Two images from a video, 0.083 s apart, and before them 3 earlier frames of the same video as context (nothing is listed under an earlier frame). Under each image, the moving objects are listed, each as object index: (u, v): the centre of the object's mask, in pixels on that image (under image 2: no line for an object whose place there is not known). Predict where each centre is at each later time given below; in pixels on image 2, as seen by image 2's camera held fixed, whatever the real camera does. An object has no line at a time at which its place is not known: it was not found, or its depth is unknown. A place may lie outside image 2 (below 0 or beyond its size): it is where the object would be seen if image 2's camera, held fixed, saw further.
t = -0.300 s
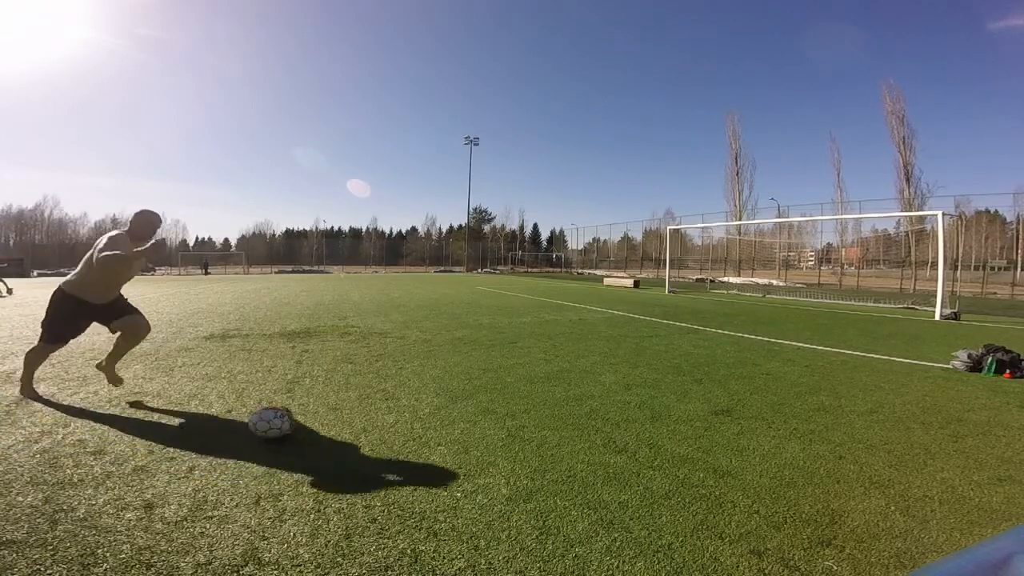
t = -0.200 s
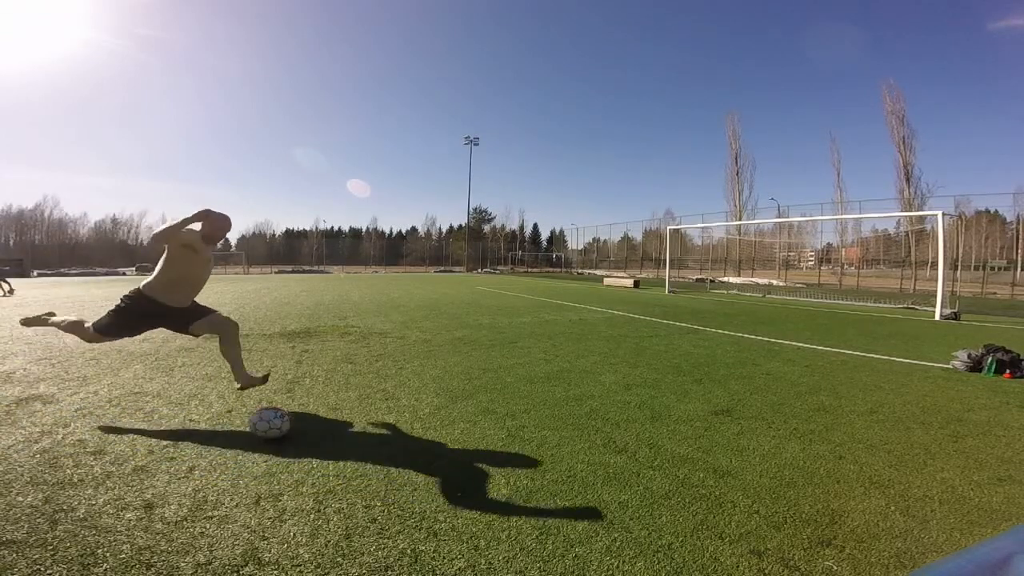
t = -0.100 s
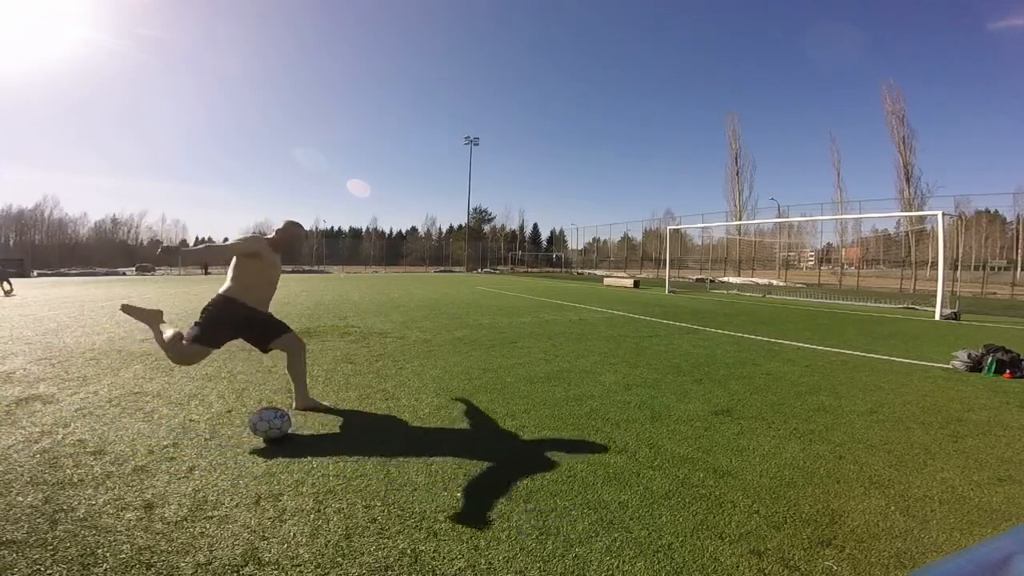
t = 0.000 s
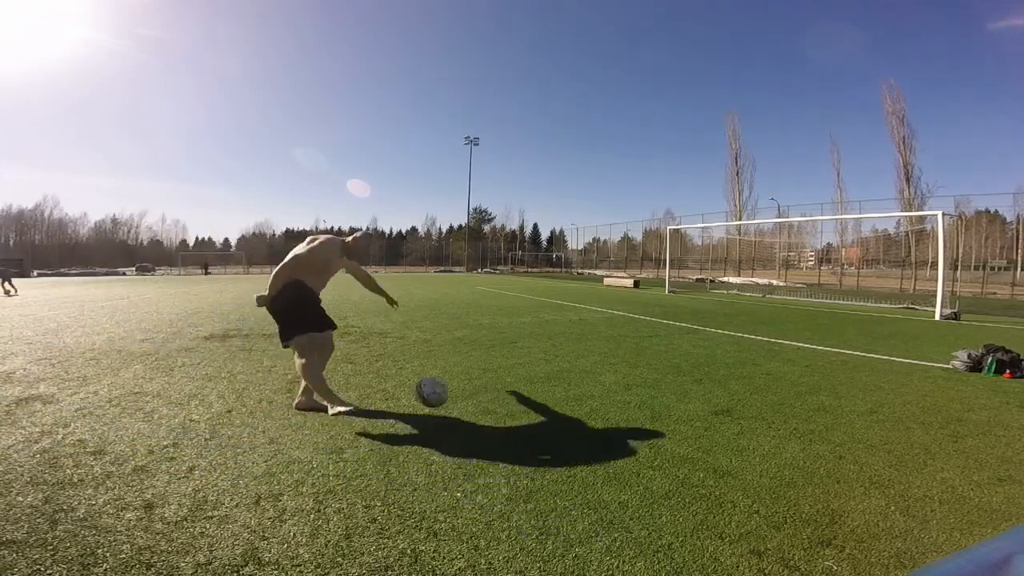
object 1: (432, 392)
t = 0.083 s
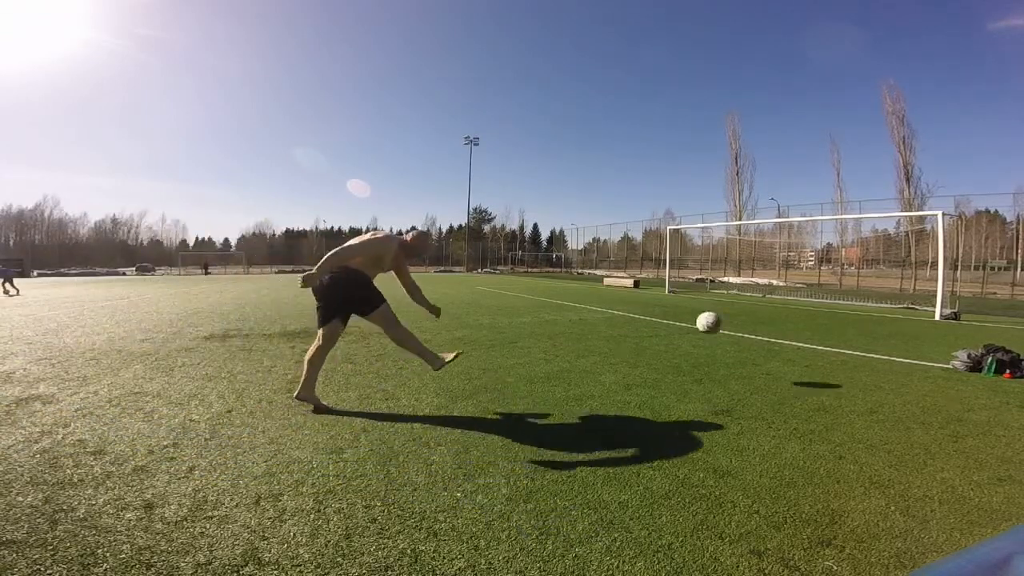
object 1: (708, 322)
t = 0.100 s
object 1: (743, 313)
